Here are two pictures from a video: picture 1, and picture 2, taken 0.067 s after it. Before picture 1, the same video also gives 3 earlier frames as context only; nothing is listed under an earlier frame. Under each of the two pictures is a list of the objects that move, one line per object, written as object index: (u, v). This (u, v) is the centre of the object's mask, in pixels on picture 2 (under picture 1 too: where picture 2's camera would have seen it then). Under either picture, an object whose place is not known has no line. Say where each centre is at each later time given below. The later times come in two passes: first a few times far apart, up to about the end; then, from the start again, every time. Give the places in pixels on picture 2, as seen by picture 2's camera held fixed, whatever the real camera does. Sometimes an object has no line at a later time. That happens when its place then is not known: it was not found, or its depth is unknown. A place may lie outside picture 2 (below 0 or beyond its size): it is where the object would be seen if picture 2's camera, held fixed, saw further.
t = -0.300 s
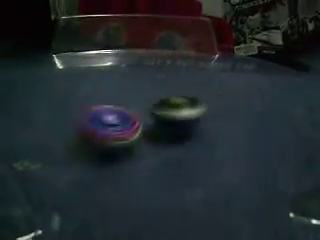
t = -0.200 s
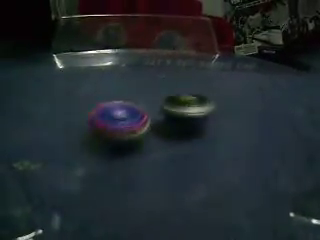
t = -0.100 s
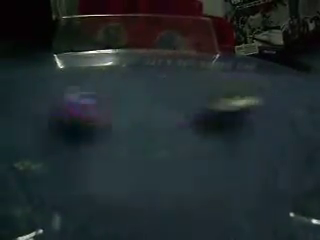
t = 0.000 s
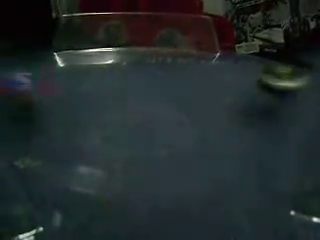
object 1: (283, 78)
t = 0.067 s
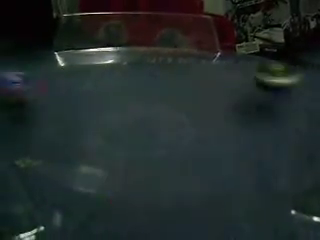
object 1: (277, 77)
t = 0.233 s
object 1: (230, 72)
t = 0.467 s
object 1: (169, 80)
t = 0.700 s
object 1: (119, 96)
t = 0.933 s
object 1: (105, 104)
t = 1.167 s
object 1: (124, 138)
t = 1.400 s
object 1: (245, 140)
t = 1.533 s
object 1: (271, 127)
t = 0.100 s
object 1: (266, 74)
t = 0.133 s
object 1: (255, 75)
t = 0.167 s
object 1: (247, 75)
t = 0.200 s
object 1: (238, 73)
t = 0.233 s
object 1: (230, 72)
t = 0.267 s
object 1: (221, 73)
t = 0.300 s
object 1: (214, 74)
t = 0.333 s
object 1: (206, 73)
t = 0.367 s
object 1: (196, 74)
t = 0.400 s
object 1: (187, 74)
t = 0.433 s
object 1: (179, 75)
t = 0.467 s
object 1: (169, 80)
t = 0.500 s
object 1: (161, 80)
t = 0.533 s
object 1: (152, 82)
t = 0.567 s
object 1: (146, 81)
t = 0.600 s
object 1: (138, 83)
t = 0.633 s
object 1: (130, 87)
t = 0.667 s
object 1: (124, 93)
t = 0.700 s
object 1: (119, 96)
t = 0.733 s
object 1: (116, 99)
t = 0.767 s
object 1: (114, 98)
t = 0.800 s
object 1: (112, 99)
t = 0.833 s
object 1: (112, 100)
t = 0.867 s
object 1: (111, 101)
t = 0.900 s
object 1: (108, 102)
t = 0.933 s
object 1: (105, 104)
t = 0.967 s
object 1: (104, 107)
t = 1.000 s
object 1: (103, 109)
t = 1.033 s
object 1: (104, 116)
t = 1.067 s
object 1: (112, 123)
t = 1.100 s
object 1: (116, 129)
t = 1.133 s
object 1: (119, 132)
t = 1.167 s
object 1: (124, 138)
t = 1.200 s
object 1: (131, 140)
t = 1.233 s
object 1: (139, 136)
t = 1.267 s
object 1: (146, 136)
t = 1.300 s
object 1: (168, 137)
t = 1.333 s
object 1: (206, 142)
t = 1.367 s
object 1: (230, 142)
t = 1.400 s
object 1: (245, 140)
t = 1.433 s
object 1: (257, 137)
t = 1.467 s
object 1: (265, 133)
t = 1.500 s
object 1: (269, 130)
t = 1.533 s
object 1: (271, 127)
